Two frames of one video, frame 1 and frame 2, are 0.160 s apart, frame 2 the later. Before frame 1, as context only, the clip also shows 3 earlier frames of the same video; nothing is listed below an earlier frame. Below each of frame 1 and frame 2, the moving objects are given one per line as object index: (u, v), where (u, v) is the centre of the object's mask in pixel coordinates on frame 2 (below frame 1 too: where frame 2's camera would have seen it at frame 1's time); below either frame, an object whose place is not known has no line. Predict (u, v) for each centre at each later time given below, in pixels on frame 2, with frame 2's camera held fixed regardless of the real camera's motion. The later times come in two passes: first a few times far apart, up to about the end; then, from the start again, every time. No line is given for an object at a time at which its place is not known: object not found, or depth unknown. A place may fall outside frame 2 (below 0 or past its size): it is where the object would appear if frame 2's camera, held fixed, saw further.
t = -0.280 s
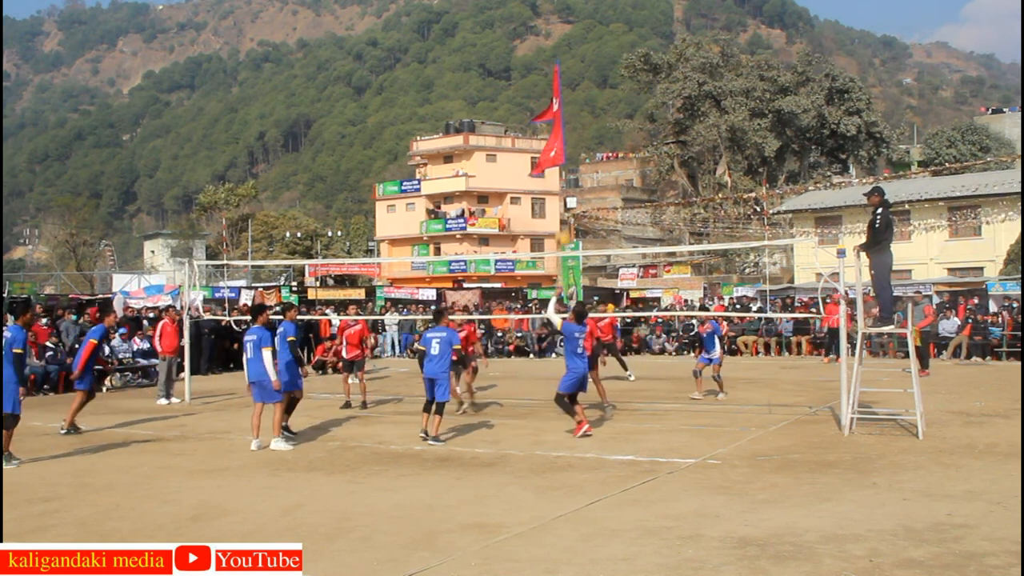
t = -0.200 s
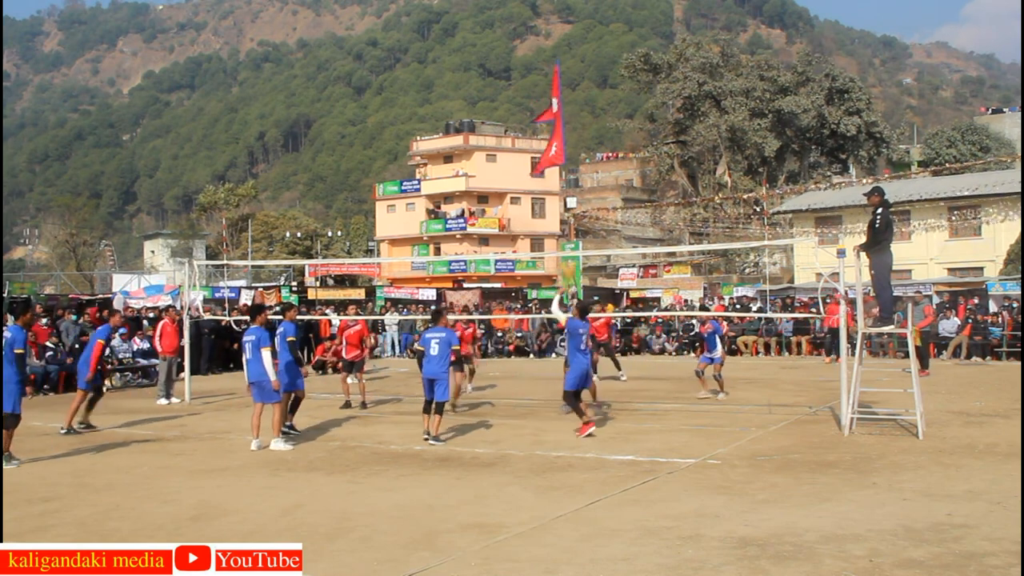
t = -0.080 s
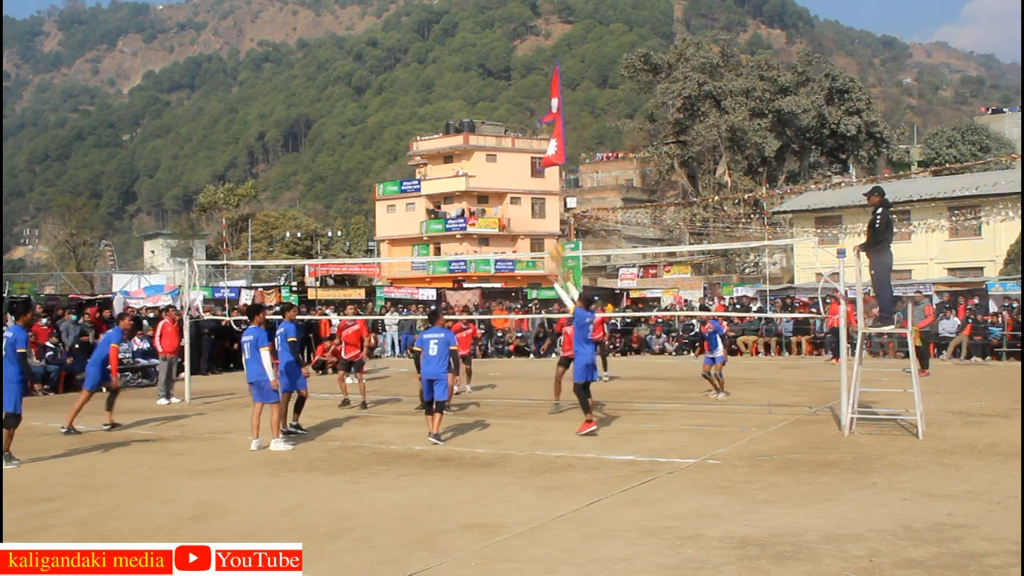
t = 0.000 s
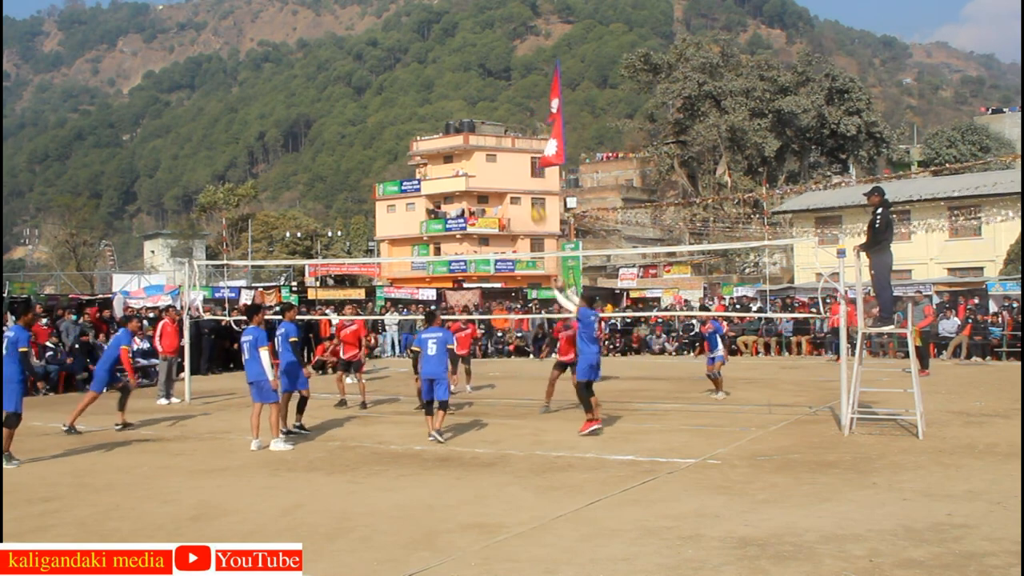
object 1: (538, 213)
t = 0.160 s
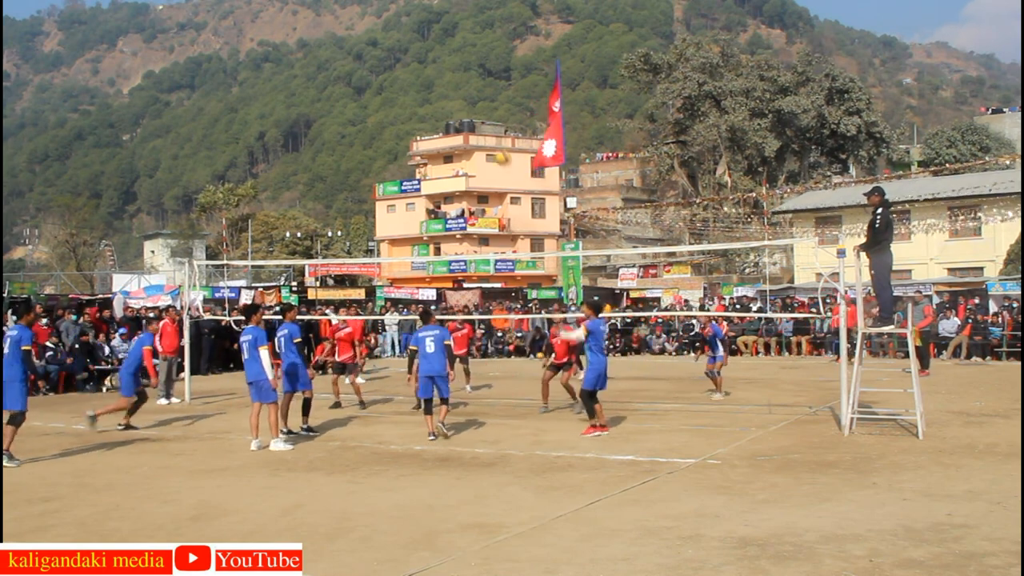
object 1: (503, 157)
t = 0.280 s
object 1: (477, 127)
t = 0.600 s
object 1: (418, 100)
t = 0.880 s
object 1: (371, 133)
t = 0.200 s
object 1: (492, 146)
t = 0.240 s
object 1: (485, 136)
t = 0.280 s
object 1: (477, 127)
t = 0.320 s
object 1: (469, 120)
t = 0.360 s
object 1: (462, 114)
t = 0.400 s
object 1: (454, 108)
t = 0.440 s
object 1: (447, 105)
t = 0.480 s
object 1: (439, 102)
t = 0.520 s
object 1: (432, 100)
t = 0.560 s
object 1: (424, 100)
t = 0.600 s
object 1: (418, 100)
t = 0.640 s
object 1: (410, 102)
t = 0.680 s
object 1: (403, 105)
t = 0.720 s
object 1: (397, 108)
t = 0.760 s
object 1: (390, 113)
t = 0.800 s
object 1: (383, 119)
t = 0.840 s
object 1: (376, 126)
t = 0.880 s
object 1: (371, 133)
